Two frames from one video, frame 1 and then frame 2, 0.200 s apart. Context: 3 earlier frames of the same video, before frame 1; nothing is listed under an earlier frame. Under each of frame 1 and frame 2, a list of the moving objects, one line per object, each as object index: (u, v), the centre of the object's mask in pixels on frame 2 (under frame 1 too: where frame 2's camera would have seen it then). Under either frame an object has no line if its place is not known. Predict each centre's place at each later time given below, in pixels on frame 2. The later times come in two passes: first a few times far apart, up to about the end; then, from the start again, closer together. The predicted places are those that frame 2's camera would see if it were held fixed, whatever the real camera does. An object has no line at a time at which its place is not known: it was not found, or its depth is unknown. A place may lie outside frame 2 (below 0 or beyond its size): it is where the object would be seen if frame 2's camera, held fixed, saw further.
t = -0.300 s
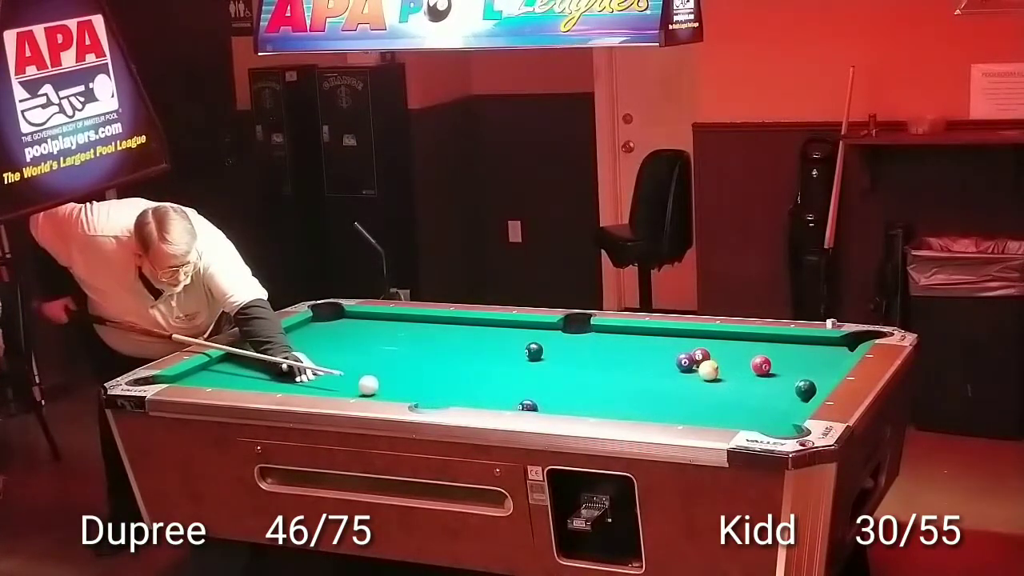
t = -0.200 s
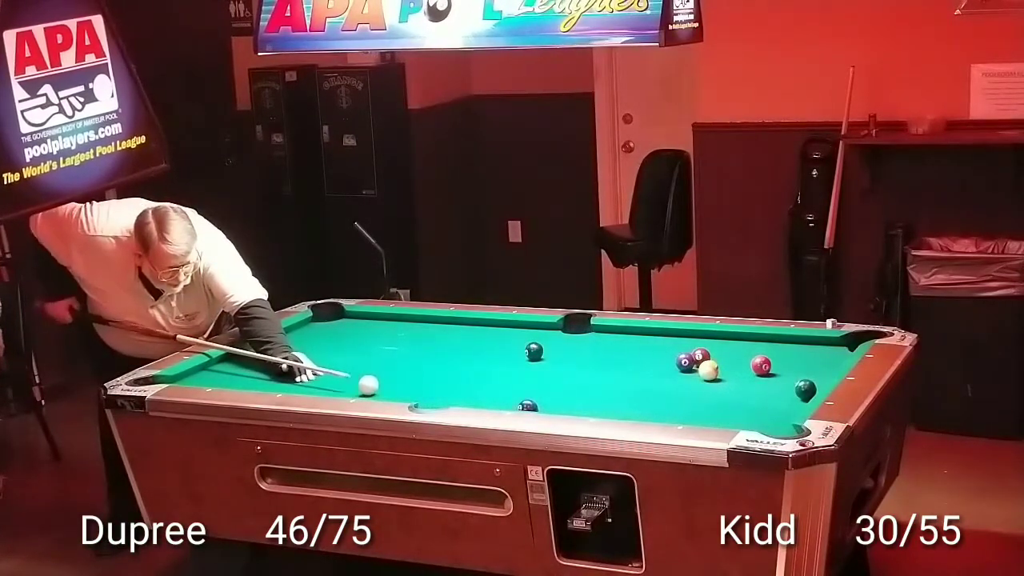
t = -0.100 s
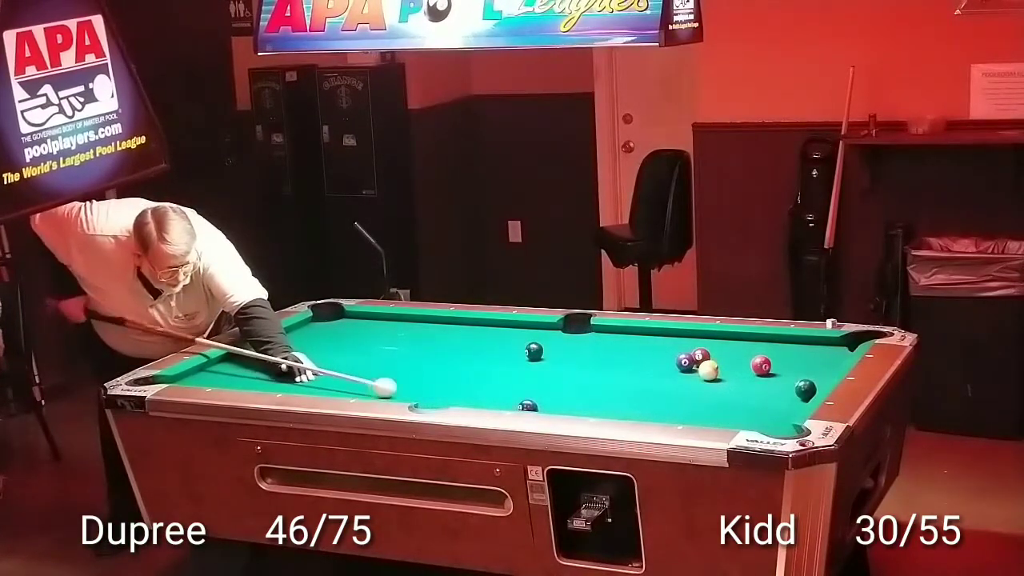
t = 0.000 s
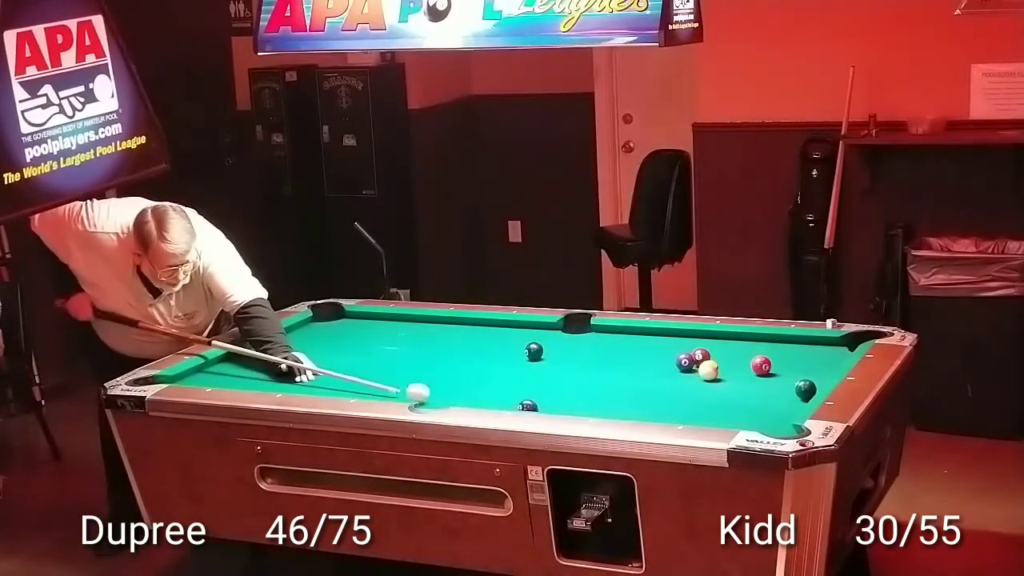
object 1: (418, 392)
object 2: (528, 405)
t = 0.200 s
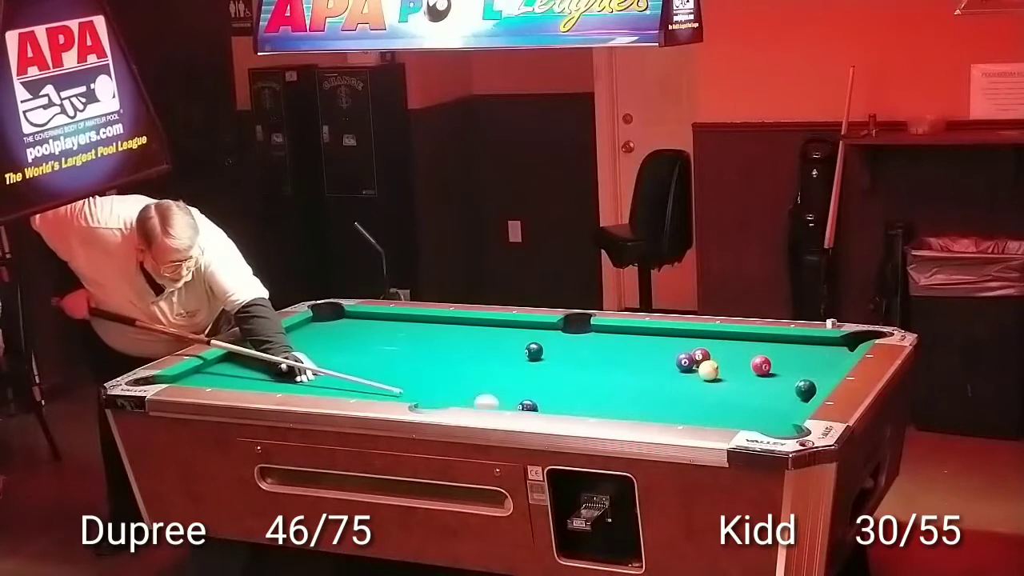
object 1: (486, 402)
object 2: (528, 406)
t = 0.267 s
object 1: (508, 404)
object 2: (529, 405)
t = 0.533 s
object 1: (529, 404)
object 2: (607, 411)
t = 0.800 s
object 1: (554, 403)
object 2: (678, 417)
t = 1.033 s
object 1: (573, 401)
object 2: (740, 421)
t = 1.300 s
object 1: (593, 399)
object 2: (771, 429)
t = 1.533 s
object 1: (608, 397)
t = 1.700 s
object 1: (619, 396)
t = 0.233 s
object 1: (498, 403)
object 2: (528, 405)
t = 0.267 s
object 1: (508, 404)
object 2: (529, 405)
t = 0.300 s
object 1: (508, 404)
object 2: (542, 406)
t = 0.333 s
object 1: (510, 404)
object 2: (553, 408)
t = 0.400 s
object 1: (517, 404)
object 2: (573, 409)
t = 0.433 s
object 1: (520, 404)
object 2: (582, 410)
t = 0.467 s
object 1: (523, 404)
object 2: (590, 410)
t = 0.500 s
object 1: (526, 403)
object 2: (599, 411)
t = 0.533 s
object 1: (529, 404)
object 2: (607, 411)
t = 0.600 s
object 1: (536, 404)
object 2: (625, 413)
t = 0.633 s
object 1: (539, 404)
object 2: (634, 413)
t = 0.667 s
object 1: (542, 403)
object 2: (643, 414)
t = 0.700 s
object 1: (545, 403)
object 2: (651, 414)
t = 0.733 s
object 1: (548, 403)
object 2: (660, 415)
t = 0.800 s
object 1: (554, 403)
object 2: (678, 417)
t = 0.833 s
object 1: (557, 402)
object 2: (687, 417)
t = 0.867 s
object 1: (559, 402)
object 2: (696, 418)
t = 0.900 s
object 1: (562, 402)
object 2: (705, 419)
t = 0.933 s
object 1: (565, 402)
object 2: (713, 419)
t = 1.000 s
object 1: (570, 401)
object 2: (731, 421)
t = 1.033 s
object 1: (573, 401)
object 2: (740, 421)
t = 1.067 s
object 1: (575, 401)
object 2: (749, 422)
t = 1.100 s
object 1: (578, 401)
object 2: (758, 424)
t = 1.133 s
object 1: (581, 400)
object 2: (767, 425)
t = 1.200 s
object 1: (586, 400)
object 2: (779, 426)
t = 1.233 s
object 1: (588, 399)
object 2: (776, 427)
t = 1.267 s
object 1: (591, 399)
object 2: (773, 428)
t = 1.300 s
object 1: (593, 399)
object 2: (771, 429)
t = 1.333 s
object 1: (595, 399)
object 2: (769, 430)
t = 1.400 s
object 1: (600, 398)
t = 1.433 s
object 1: (602, 398)
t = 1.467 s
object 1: (604, 397)
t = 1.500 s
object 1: (606, 397)
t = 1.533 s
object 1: (608, 397)
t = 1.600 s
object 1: (613, 396)
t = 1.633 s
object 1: (615, 396)
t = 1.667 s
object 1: (617, 396)
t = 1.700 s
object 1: (619, 396)
